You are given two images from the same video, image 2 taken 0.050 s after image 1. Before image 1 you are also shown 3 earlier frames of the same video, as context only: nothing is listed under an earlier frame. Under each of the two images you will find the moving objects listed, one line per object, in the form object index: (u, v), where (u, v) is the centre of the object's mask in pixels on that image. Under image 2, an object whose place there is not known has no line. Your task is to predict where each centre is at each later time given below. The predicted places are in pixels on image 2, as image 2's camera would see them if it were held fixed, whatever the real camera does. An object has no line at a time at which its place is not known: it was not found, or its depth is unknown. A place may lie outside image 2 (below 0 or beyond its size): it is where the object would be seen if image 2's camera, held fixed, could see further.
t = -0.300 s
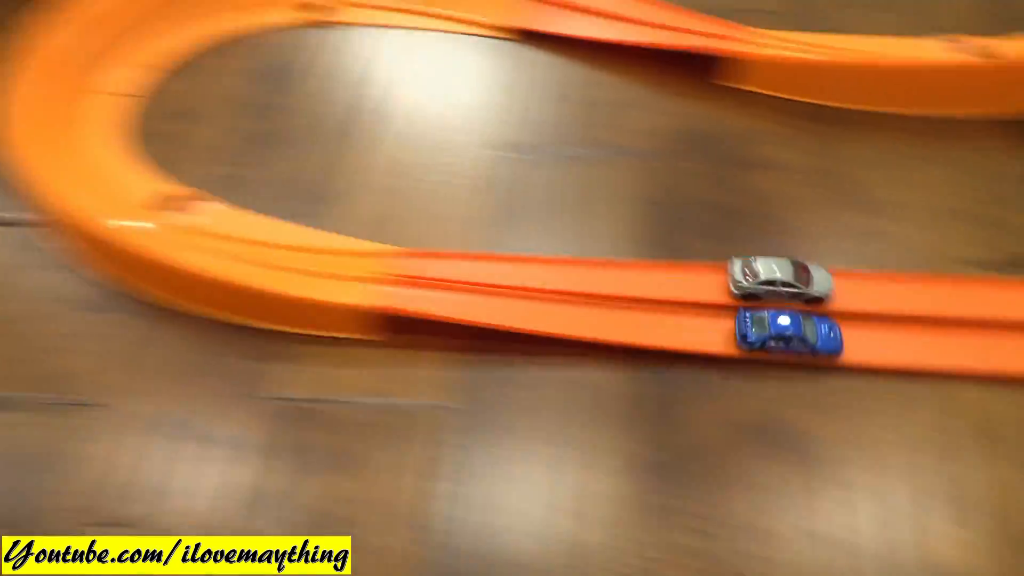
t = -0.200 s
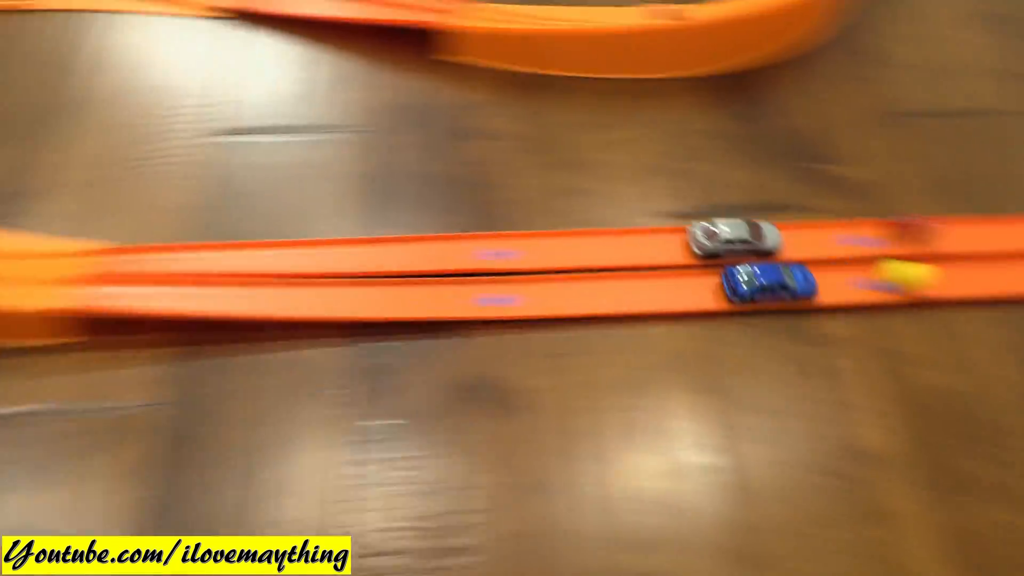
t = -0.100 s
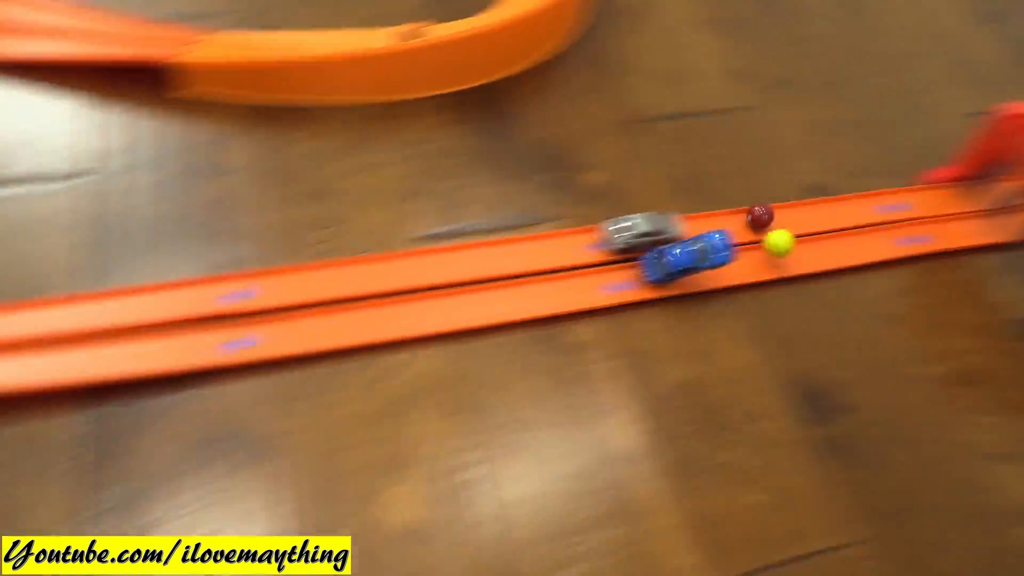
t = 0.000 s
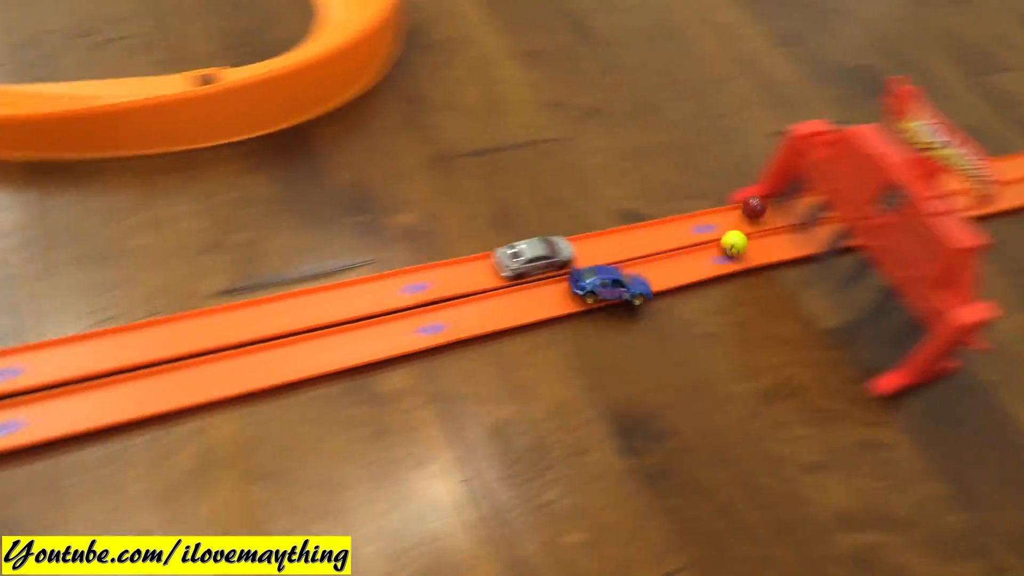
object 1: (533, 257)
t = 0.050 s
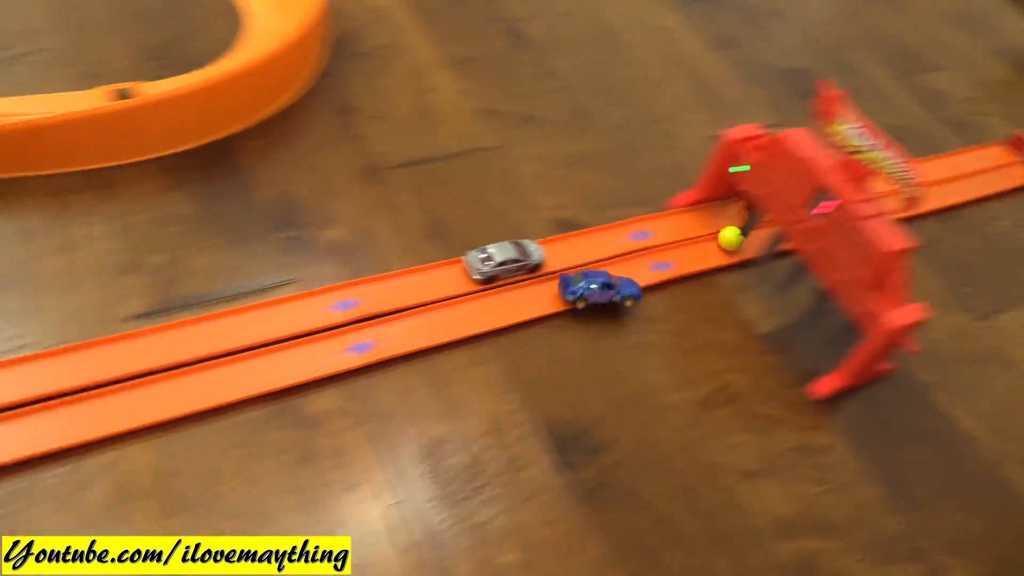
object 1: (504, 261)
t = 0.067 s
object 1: (516, 258)
